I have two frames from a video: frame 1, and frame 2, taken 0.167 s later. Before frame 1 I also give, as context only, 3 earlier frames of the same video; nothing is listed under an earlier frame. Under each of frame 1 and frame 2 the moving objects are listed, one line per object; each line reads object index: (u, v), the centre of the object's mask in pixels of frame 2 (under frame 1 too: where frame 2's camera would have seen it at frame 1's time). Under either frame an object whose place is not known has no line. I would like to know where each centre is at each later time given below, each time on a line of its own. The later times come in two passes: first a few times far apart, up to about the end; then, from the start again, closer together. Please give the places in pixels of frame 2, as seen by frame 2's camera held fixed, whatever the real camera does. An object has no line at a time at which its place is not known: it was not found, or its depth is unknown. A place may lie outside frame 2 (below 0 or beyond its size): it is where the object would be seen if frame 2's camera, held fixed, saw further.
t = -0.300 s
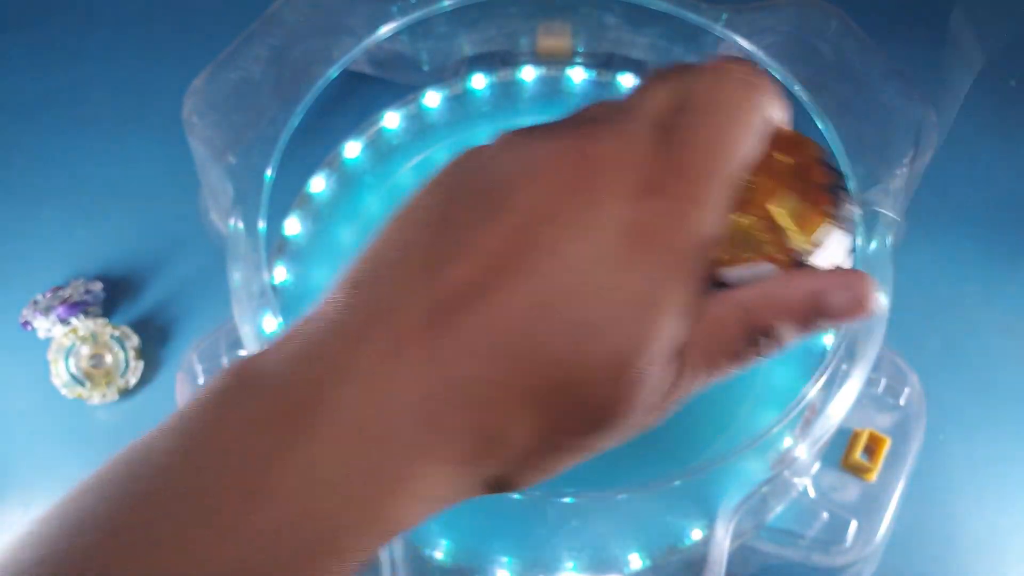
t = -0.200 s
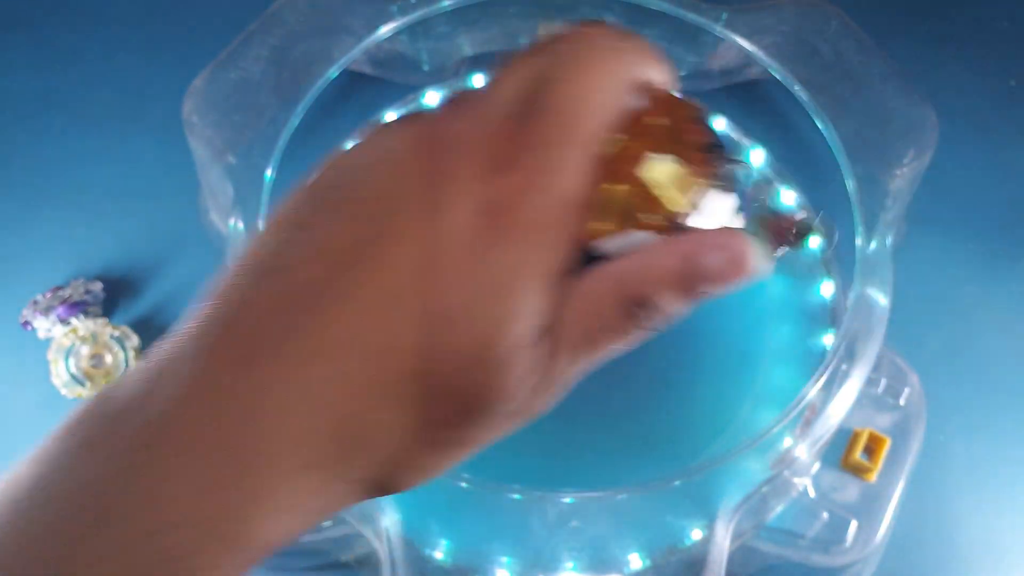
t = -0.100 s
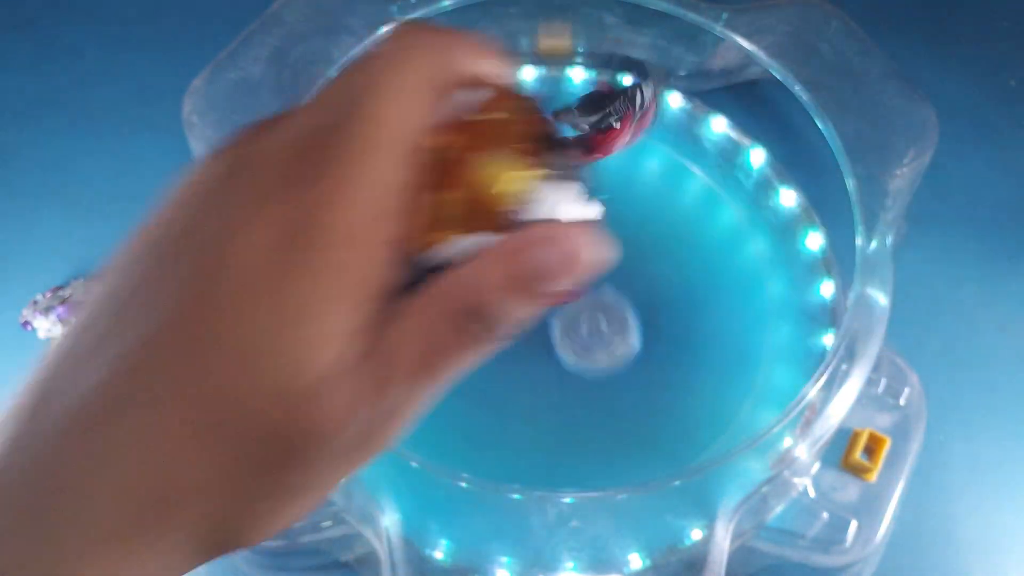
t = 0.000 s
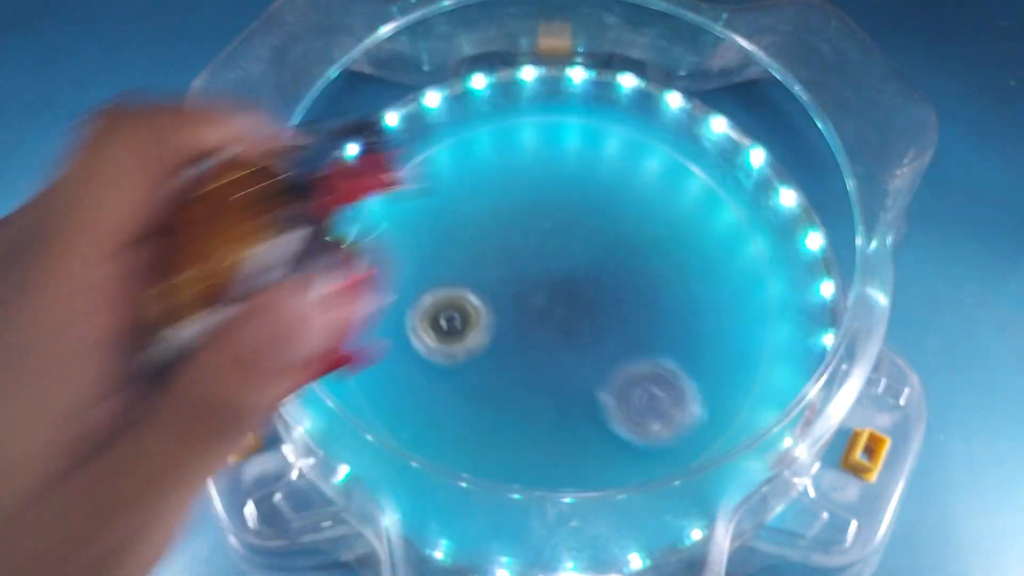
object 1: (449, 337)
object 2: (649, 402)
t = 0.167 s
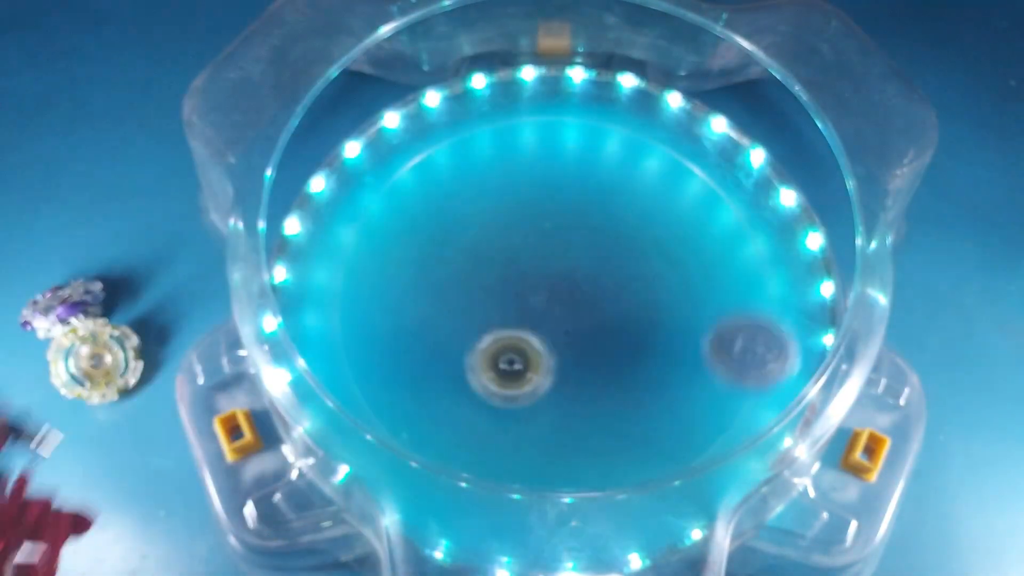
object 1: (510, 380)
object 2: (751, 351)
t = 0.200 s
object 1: (525, 381)
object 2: (759, 319)
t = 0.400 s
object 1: (582, 348)
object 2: (585, 137)
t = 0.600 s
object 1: (578, 298)
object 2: (315, 237)
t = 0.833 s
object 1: (539, 273)
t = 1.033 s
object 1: (511, 280)
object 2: (746, 122)
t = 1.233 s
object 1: (508, 296)
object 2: (373, 198)
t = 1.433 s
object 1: (530, 296)
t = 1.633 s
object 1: (538, 282)
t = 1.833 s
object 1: (539, 273)
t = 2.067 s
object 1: (537, 273)
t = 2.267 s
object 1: (544, 282)
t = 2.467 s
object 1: (555, 283)
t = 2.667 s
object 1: (558, 283)
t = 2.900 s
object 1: (554, 290)
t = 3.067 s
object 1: (558, 299)
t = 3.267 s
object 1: (559, 299)
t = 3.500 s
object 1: (546, 299)
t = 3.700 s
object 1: (539, 307)
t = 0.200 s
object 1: (525, 381)
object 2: (759, 319)
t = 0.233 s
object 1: (538, 381)
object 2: (757, 280)
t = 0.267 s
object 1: (551, 378)
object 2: (744, 241)
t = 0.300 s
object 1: (560, 372)
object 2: (717, 205)
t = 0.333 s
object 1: (570, 365)
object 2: (680, 174)
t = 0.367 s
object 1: (577, 356)
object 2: (636, 152)
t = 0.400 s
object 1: (582, 348)
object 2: (585, 137)
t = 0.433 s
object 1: (584, 339)
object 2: (527, 131)
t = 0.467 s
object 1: (585, 330)
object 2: (473, 133)
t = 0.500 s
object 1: (585, 322)
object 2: (408, 148)
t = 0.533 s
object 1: (582, 312)
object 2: (352, 173)
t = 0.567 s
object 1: (580, 305)
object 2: (301, 208)
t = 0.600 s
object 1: (578, 298)
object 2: (315, 237)
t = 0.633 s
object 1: (573, 291)
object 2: (364, 270)
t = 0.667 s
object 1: (567, 284)
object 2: (418, 309)
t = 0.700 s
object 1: (561, 280)
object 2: (472, 348)
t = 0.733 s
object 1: (555, 277)
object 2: (543, 387)
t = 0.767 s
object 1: (549, 276)
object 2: (615, 411)
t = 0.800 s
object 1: (543, 276)
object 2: (693, 414)
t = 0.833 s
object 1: (539, 273)
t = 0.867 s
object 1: (533, 275)
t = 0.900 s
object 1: (528, 273)
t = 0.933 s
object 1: (523, 276)
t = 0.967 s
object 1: (518, 278)
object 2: (799, 211)
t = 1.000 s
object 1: (514, 279)
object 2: (779, 163)
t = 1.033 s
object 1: (511, 280)
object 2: (746, 122)
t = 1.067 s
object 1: (508, 283)
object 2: (694, 96)
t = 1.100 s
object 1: (506, 286)
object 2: (628, 96)
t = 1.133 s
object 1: (506, 286)
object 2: (566, 110)
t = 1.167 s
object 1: (505, 289)
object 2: (499, 129)
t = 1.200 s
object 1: (506, 293)
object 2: (438, 158)
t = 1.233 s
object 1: (508, 296)
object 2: (373, 198)
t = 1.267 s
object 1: (510, 298)
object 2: (329, 252)
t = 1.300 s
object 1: (514, 299)
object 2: (311, 322)
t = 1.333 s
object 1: (519, 300)
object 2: (346, 383)
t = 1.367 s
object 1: (522, 298)
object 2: (389, 451)
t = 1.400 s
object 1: (526, 298)
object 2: (462, 503)
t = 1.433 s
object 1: (530, 296)
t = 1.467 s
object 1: (533, 295)
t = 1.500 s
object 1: (533, 292)
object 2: (676, 500)
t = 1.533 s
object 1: (534, 289)
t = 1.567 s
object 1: (536, 290)
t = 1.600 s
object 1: (538, 284)
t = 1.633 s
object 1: (538, 282)
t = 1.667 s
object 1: (538, 284)
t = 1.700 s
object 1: (539, 277)
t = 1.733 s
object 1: (539, 276)
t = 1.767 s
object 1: (539, 274)
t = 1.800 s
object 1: (539, 274)
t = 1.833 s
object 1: (539, 273)
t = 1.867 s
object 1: (539, 271)
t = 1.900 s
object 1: (538, 271)
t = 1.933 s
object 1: (538, 272)
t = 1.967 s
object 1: (538, 271)
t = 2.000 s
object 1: (538, 275)
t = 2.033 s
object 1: (537, 273)
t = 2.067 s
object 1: (537, 273)
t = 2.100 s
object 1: (537, 274)
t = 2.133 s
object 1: (537, 275)
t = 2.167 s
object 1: (539, 277)
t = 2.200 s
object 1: (540, 279)
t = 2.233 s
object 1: (542, 281)
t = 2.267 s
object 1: (544, 282)
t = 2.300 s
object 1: (545, 282)
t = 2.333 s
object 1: (548, 283)
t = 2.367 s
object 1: (550, 284)
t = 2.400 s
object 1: (552, 284)
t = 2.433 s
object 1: (553, 282)
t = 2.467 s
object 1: (555, 283)
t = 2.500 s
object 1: (557, 284)
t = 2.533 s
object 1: (558, 284)
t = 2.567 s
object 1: (558, 283)
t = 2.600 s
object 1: (558, 283)
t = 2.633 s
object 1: (559, 283)
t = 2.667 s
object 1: (558, 283)
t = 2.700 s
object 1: (558, 284)
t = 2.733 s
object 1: (557, 284)
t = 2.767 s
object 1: (556, 284)
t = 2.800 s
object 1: (556, 285)
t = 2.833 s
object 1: (555, 287)
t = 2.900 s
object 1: (554, 290)
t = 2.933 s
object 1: (554, 292)
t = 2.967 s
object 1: (554, 294)
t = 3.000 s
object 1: (555, 296)
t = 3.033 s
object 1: (557, 298)
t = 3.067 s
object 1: (558, 299)
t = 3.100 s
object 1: (558, 301)
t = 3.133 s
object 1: (559, 301)
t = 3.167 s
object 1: (559, 300)
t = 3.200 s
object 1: (559, 300)
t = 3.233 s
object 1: (559, 300)
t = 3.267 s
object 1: (559, 299)
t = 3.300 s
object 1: (558, 299)
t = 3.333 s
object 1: (556, 298)
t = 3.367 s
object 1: (554, 297)
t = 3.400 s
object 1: (552, 298)
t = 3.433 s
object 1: (550, 299)
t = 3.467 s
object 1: (548, 299)
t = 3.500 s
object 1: (546, 299)
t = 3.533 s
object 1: (544, 301)
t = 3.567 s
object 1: (542, 302)
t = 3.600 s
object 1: (541, 304)
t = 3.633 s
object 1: (540, 305)
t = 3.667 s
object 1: (539, 306)
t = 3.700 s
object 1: (539, 307)
